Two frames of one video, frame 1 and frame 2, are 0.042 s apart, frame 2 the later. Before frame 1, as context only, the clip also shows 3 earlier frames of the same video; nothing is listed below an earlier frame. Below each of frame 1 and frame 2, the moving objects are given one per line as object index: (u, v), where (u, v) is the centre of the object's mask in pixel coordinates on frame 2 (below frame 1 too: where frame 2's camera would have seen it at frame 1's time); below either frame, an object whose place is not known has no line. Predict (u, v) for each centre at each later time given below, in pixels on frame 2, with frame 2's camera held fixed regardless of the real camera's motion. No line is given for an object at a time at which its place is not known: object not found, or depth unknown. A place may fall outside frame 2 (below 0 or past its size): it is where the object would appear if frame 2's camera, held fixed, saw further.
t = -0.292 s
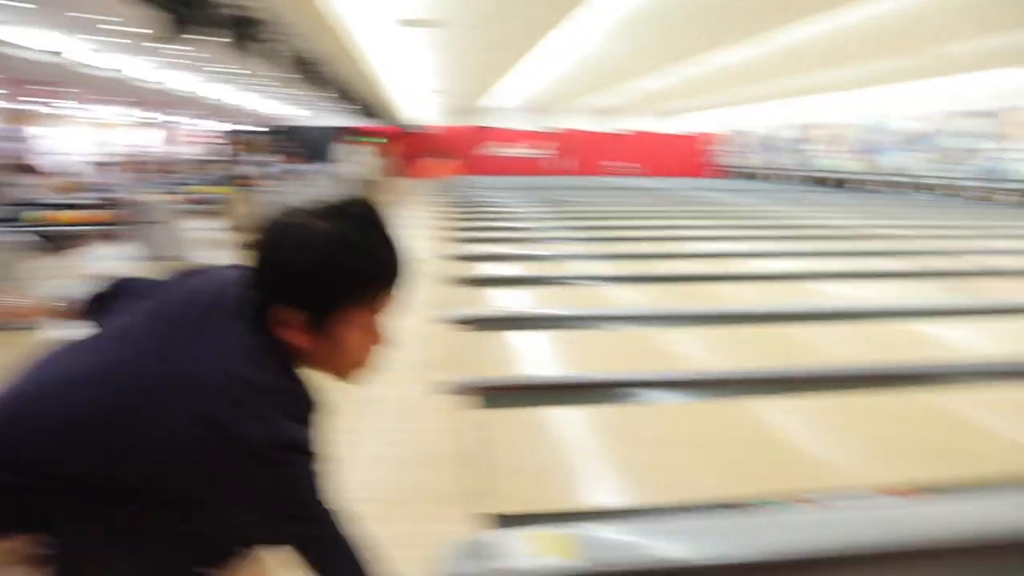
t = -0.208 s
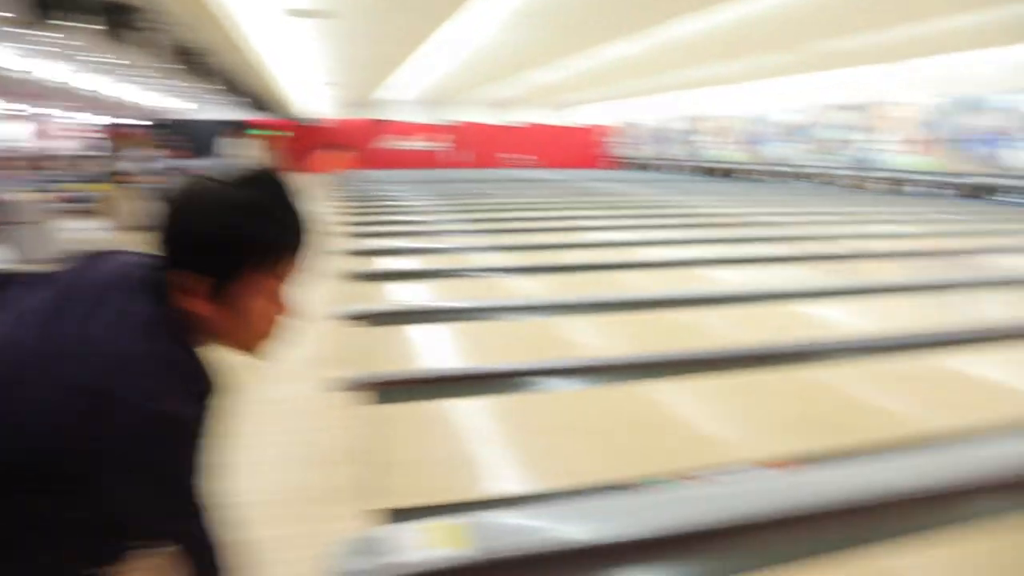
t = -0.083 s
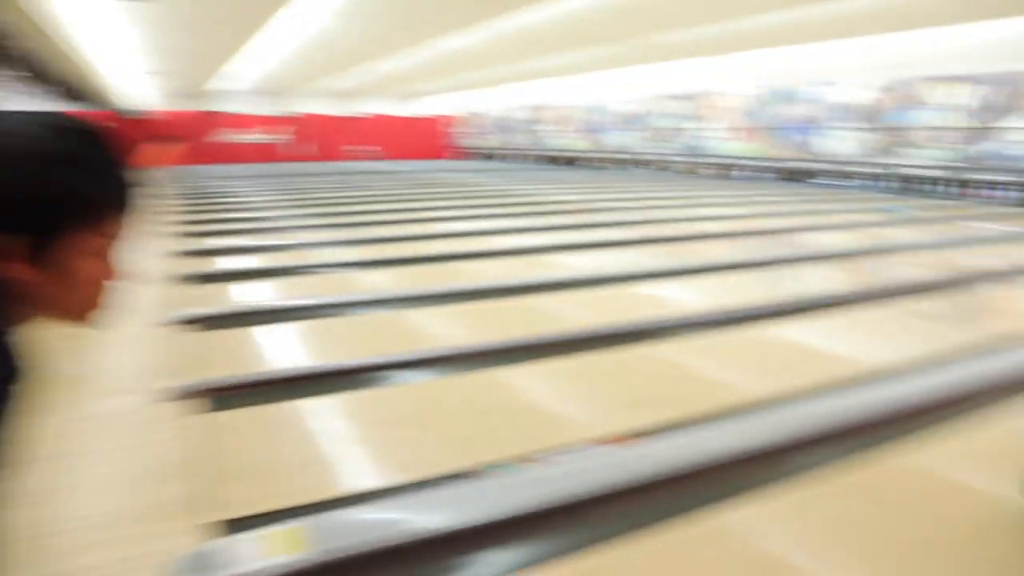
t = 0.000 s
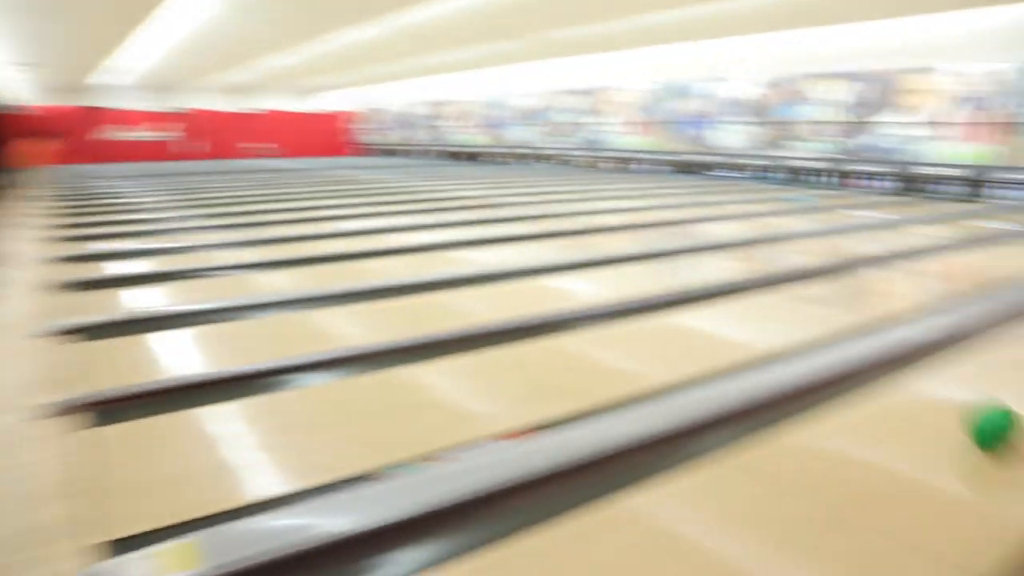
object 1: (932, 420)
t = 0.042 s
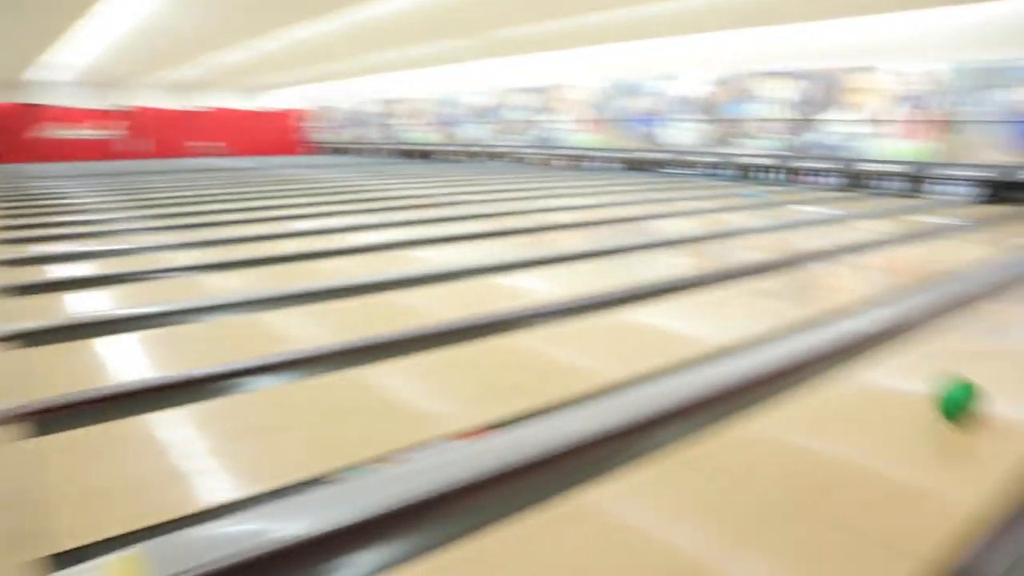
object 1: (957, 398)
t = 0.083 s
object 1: (978, 383)
